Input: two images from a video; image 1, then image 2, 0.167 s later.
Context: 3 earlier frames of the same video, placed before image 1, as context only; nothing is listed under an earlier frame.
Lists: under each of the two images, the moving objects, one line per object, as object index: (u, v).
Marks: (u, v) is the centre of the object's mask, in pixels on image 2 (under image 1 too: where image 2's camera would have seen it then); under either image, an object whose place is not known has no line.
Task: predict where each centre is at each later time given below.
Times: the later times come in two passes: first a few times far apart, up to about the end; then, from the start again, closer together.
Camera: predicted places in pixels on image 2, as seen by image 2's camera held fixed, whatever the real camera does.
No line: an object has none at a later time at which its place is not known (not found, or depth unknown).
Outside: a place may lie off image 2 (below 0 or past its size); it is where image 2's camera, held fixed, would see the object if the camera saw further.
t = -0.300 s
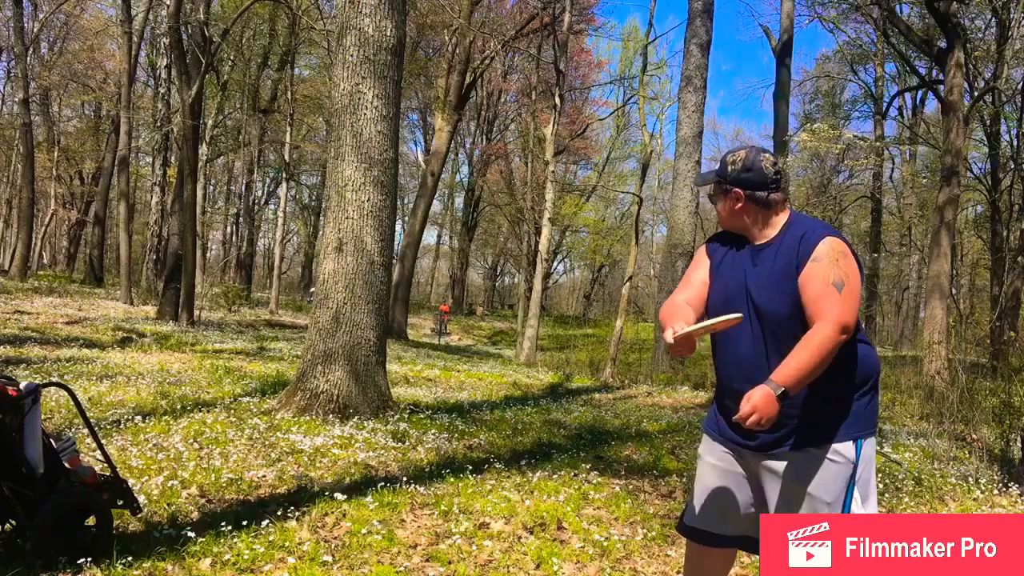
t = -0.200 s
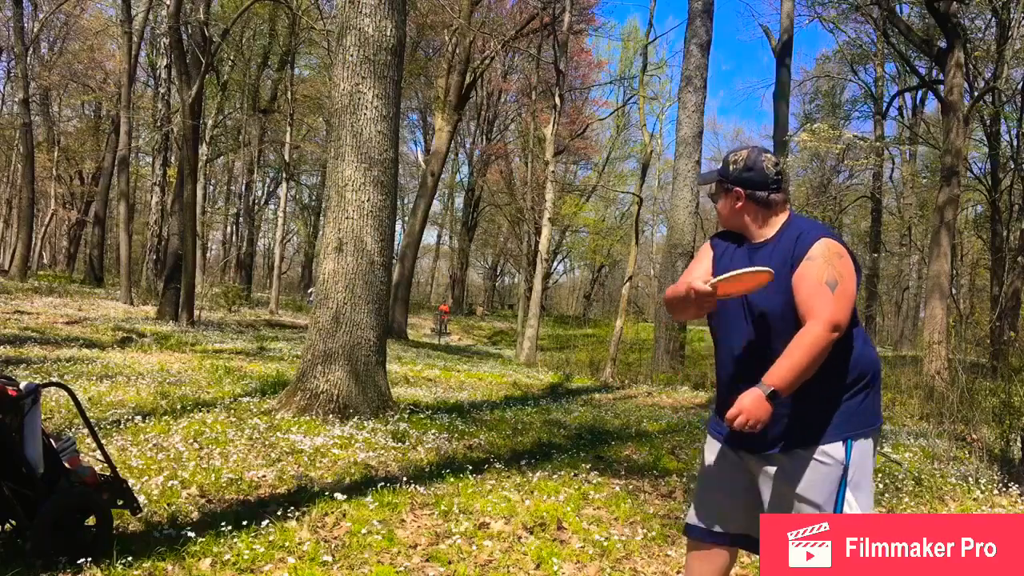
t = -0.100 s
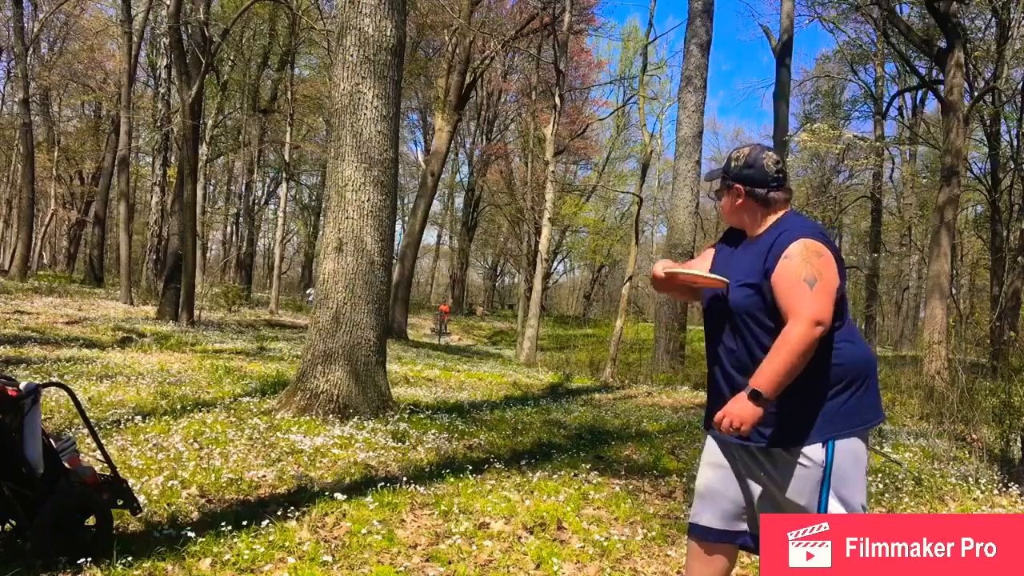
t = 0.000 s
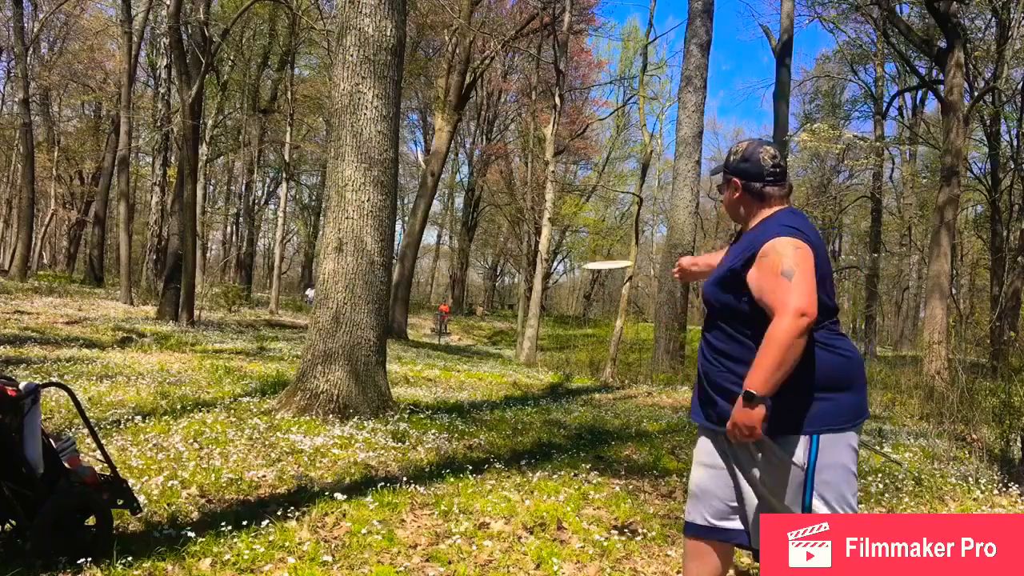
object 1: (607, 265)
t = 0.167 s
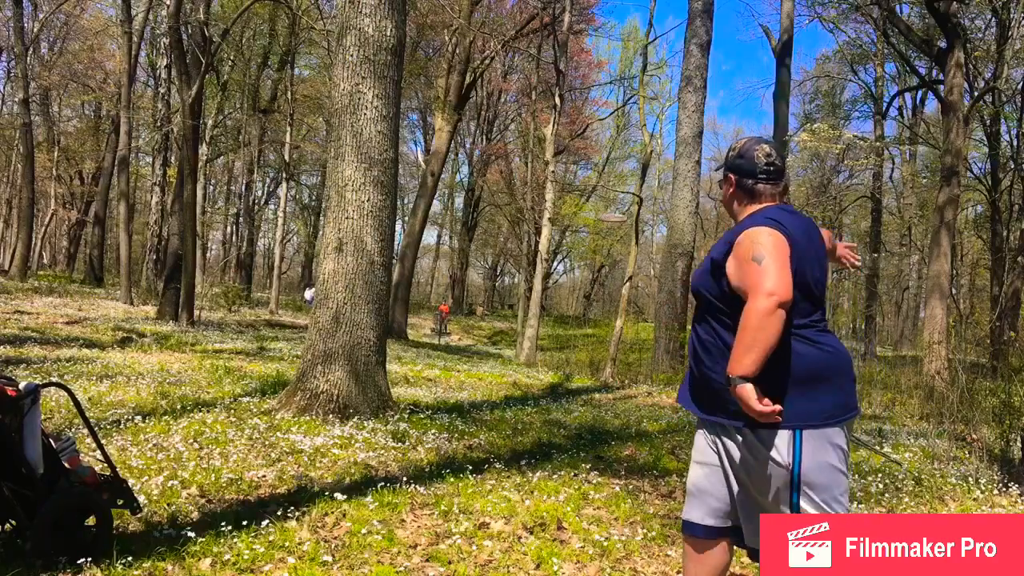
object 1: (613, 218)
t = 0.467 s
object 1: (609, 178)
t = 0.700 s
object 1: (604, 170)
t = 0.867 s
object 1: (604, 169)
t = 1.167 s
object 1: (592, 173)
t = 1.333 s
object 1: (589, 177)
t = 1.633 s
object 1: (576, 192)
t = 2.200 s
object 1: (539, 225)
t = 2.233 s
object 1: (538, 227)
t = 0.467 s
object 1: (609, 178)
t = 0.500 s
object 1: (607, 175)
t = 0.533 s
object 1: (608, 174)
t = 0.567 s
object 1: (607, 172)
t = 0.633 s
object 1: (606, 173)
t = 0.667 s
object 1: (605, 170)
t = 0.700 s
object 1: (604, 170)
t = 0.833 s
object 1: (601, 169)
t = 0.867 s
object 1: (604, 169)
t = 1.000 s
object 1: (598, 169)
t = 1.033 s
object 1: (597, 170)
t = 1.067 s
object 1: (596, 170)
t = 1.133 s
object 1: (594, 172)
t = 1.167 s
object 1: (592, 173)
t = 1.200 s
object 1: (591, 174)
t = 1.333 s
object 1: (589, 177)
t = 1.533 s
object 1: (580, 187)
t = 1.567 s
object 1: (579, 188)
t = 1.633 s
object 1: (576, 192)
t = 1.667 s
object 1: (574, 193)
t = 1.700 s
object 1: (574, 194)
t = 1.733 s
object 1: (571, 196)
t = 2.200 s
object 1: (539, 225)
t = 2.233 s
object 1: (538, 227)
